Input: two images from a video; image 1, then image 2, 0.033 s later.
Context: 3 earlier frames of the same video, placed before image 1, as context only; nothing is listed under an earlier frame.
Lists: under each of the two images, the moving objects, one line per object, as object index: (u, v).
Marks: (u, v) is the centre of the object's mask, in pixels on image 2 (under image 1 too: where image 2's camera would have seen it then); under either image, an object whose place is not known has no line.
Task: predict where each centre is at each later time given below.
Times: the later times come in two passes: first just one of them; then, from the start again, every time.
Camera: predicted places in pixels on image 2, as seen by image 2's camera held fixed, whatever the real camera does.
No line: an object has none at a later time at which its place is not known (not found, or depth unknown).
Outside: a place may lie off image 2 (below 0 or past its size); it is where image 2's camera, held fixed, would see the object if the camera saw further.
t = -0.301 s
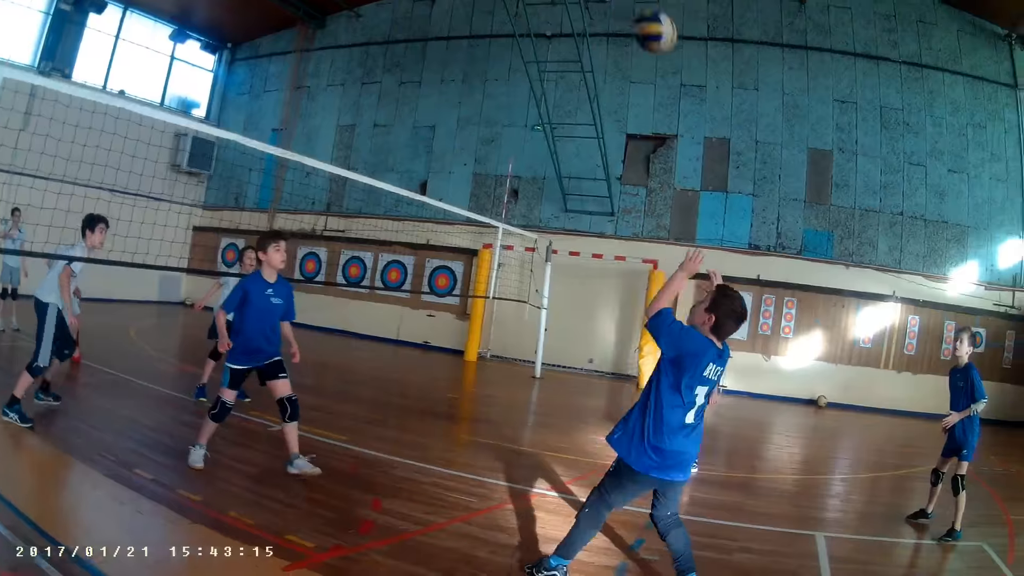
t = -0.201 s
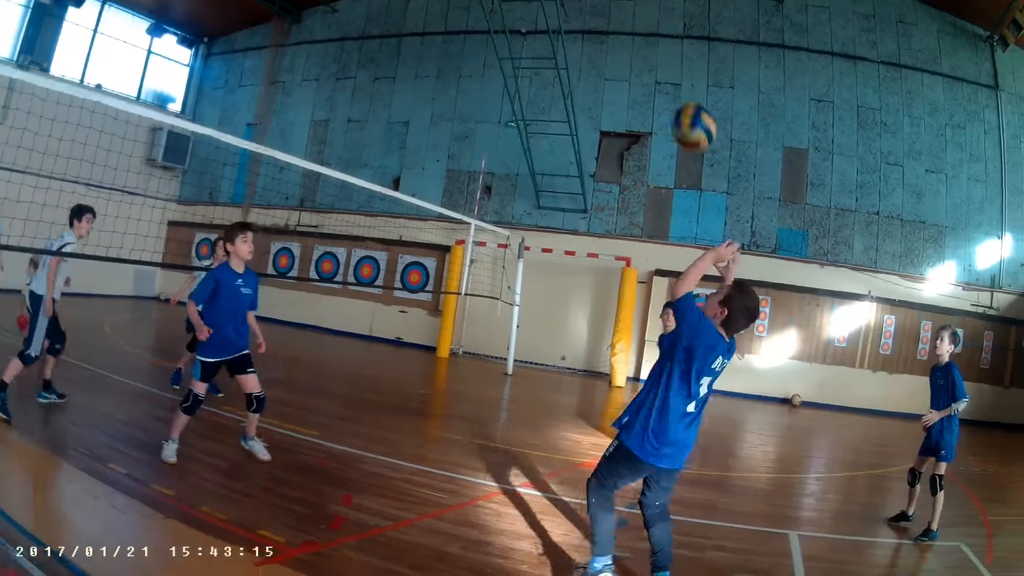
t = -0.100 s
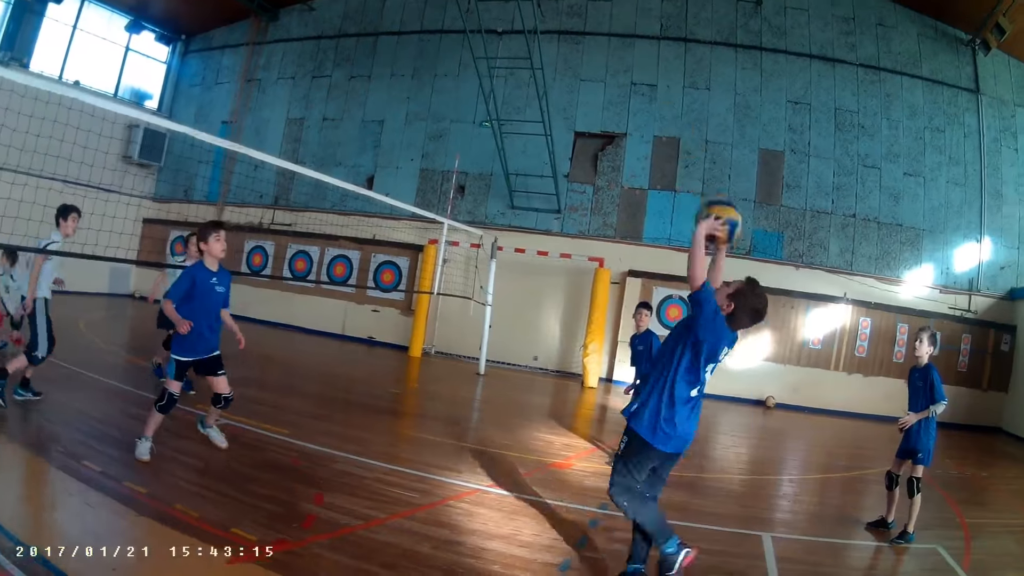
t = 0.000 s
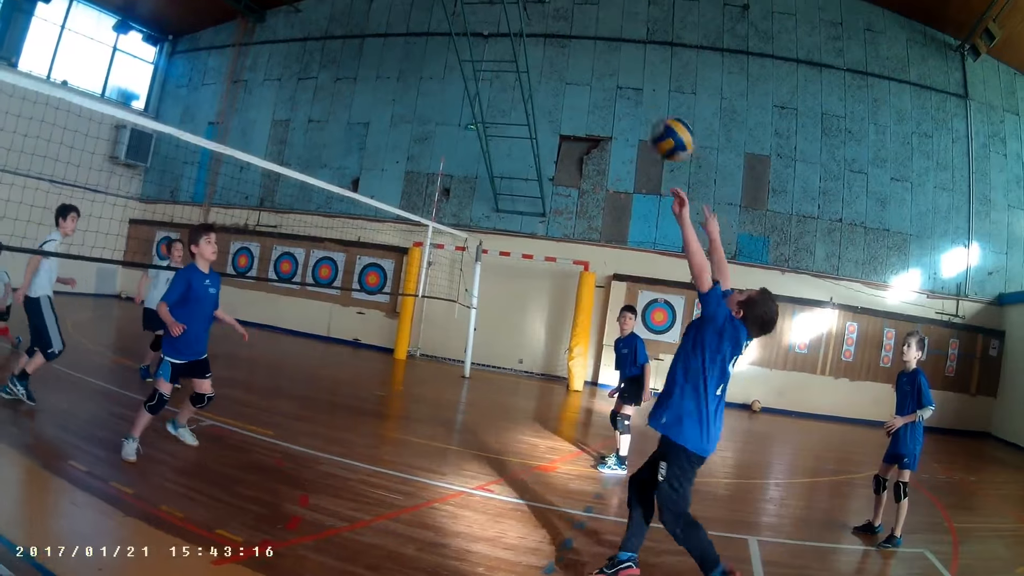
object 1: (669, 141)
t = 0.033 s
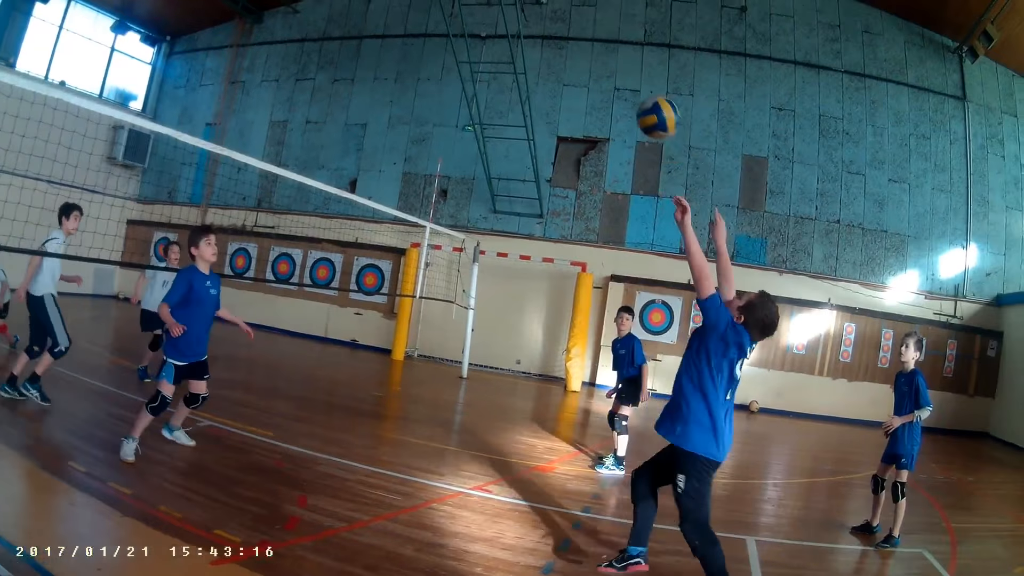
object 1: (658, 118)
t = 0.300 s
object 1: (575, 32)
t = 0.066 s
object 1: (646, 98)
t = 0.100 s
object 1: (633, 80)
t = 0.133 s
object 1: (622, 67)
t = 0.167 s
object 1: (613, 57)
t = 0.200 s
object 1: (602, 48)
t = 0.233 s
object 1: (593, 41)
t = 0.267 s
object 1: (584, 36)
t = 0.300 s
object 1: (575, 32)
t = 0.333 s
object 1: (566, 30)
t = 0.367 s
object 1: (557, 30)
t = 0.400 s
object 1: (547, 31)
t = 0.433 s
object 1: (535, 33)
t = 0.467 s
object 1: (525, 39)
